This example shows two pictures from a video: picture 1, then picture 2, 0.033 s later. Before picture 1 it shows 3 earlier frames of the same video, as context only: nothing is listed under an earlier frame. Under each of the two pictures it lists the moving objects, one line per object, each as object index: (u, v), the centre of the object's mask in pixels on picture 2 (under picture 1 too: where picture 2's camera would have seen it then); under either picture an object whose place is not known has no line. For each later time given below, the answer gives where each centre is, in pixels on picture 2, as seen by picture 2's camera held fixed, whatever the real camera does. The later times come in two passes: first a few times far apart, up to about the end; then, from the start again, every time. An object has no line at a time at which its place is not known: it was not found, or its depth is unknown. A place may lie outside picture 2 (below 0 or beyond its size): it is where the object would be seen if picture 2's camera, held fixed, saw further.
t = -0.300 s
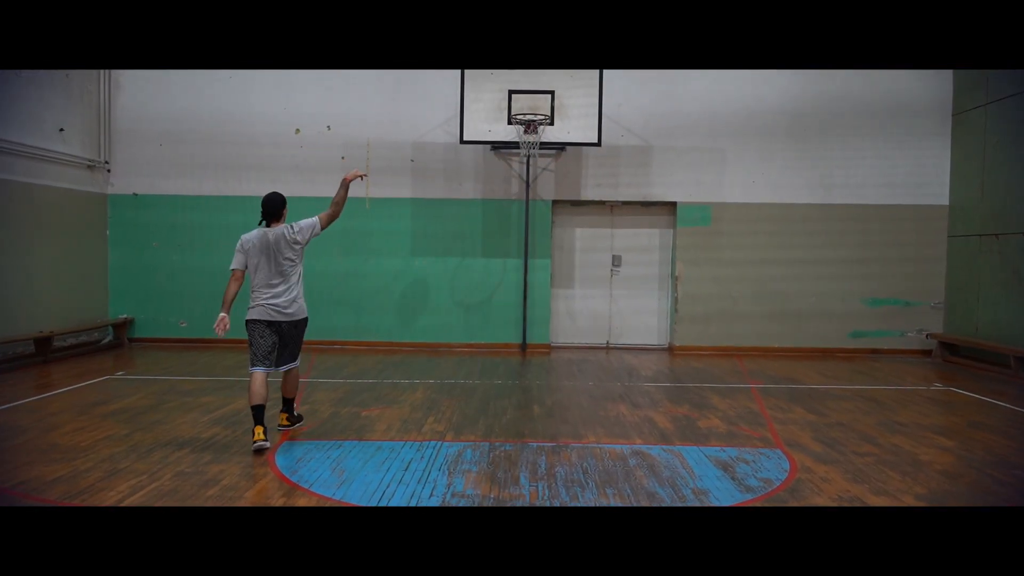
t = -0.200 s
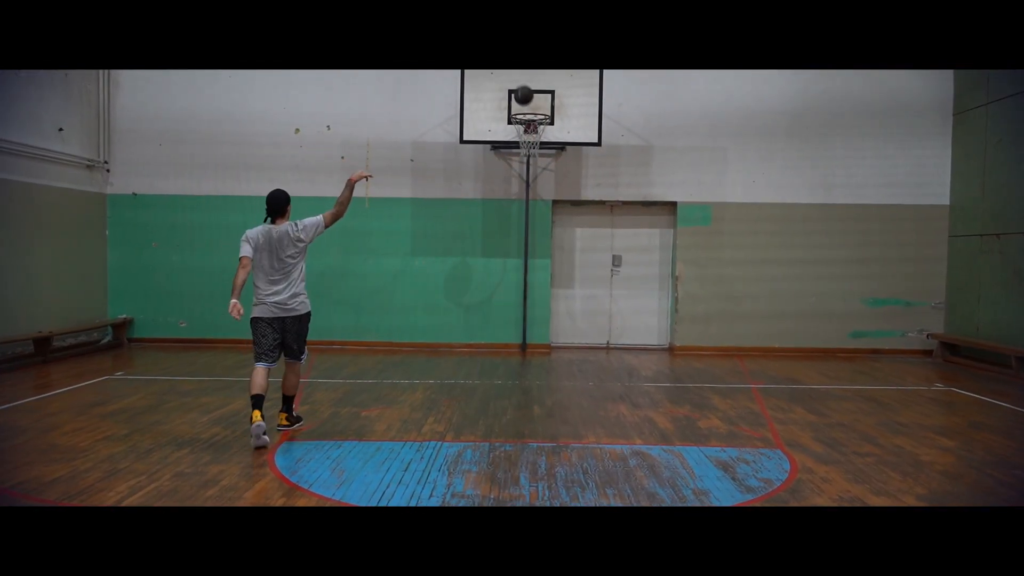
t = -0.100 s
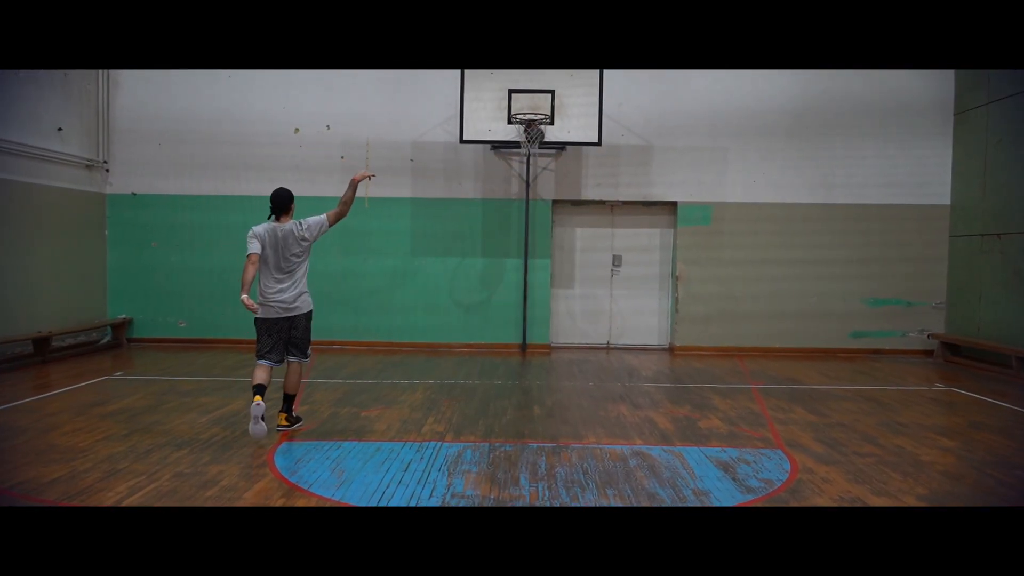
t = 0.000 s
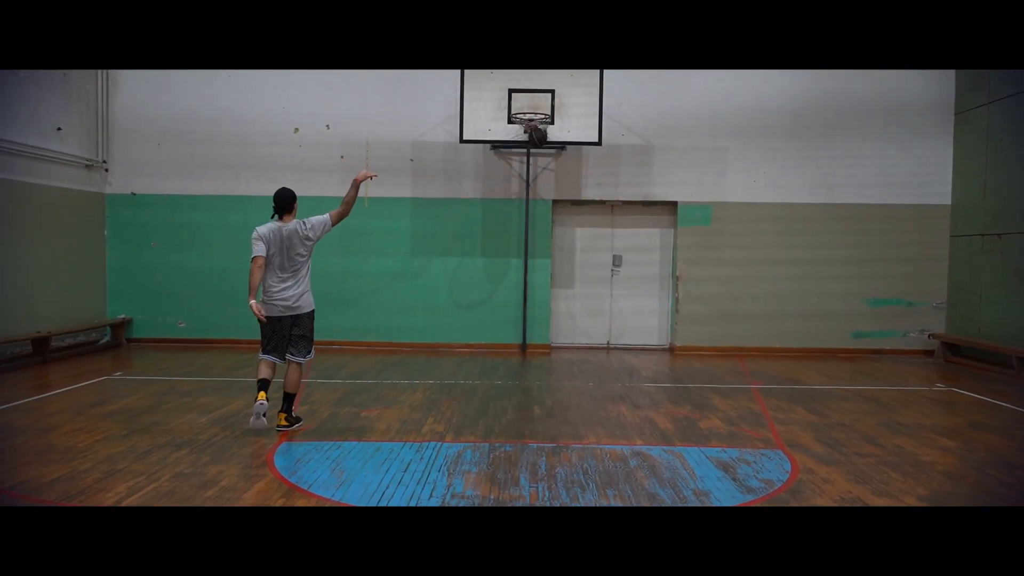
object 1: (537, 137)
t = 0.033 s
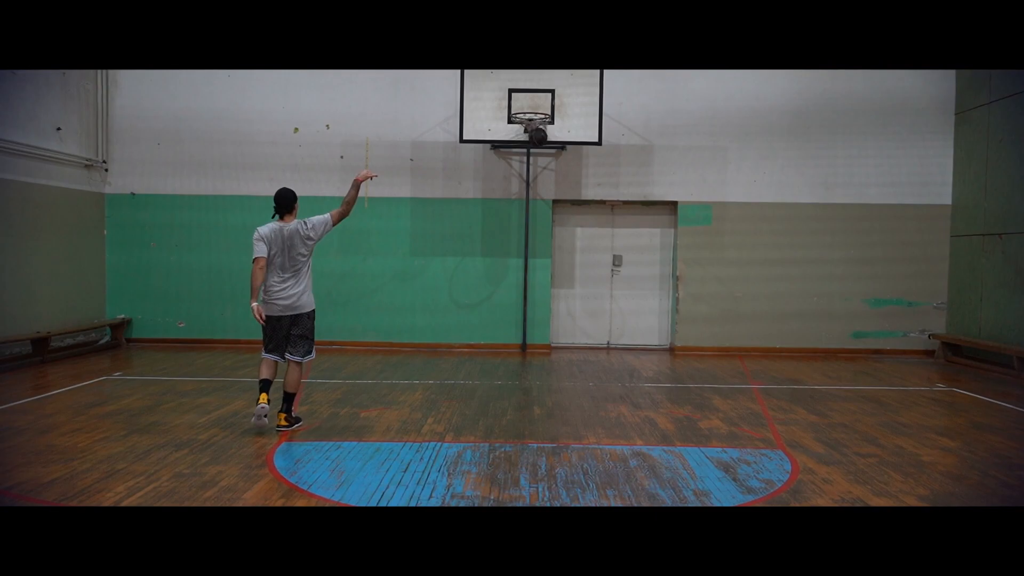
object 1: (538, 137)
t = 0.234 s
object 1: (538, 153)
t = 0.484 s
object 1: (540, 220)
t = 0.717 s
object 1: (540, 328)
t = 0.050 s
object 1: (538, 137)
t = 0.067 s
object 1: (538, 138)
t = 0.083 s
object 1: (538, 138)
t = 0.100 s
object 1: (538, 139)
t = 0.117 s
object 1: (538, 140)
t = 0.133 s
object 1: (538, 141)
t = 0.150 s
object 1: (538, 143)
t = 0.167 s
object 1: (538, 145)
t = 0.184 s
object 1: (539, 146)
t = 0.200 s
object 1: (538, 149)
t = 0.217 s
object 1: (538, 151)
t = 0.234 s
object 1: (538, 153)
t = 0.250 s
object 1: (539, 157)
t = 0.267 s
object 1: (539, 160)
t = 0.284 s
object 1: (539, 163)
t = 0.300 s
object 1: (539, 167)
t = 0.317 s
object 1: (539, 171)
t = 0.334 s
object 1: (539, 175)
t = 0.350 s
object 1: (539, 179)
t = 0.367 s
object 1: (539, 184)
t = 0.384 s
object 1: (540, 188)
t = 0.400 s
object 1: (540, 193)
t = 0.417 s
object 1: (540, 198)
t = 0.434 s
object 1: (540, 203)
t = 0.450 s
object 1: (540, 208)
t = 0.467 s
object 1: (540, 215)
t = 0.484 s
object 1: (540, 220)
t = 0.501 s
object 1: (540, 227)
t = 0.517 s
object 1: (540, 233)
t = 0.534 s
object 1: (540, 240)
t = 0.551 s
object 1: (540, 247)
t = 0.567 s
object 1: (540, 254)
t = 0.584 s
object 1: (540, 261)
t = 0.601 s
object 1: (540, 269)
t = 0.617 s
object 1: (540, 277)
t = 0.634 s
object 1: (540, 284)
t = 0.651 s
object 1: (540, 292)
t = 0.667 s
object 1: (540, 301)
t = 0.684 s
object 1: (540, 309)
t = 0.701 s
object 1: (540, 318)
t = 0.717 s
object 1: (540, 328)
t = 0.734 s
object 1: (540, 336)
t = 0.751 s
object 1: (540, 346)
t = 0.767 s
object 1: (540, 357)
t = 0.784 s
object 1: (540, 355)
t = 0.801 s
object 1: (540, 347)
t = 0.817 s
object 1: (540, 340)
